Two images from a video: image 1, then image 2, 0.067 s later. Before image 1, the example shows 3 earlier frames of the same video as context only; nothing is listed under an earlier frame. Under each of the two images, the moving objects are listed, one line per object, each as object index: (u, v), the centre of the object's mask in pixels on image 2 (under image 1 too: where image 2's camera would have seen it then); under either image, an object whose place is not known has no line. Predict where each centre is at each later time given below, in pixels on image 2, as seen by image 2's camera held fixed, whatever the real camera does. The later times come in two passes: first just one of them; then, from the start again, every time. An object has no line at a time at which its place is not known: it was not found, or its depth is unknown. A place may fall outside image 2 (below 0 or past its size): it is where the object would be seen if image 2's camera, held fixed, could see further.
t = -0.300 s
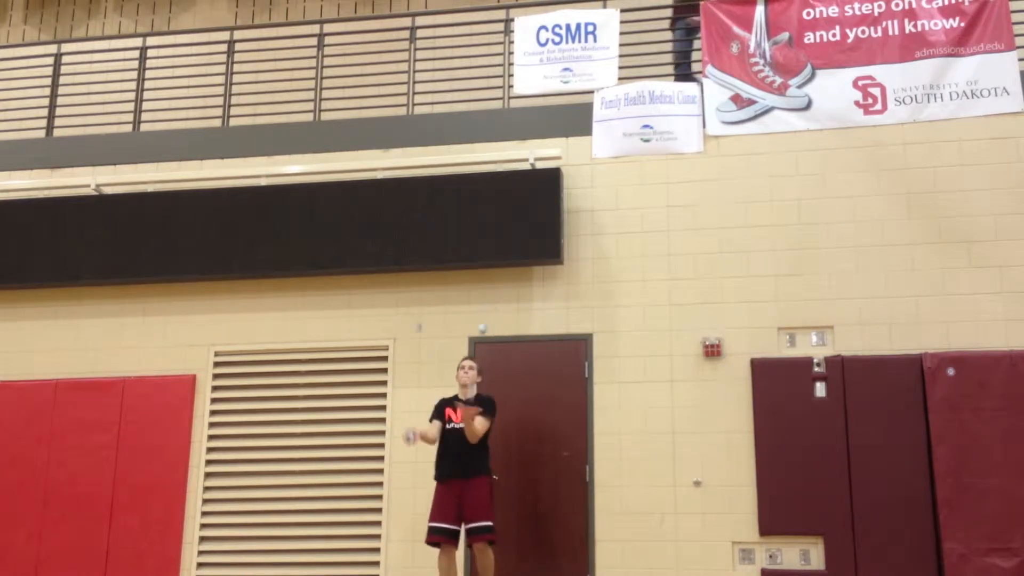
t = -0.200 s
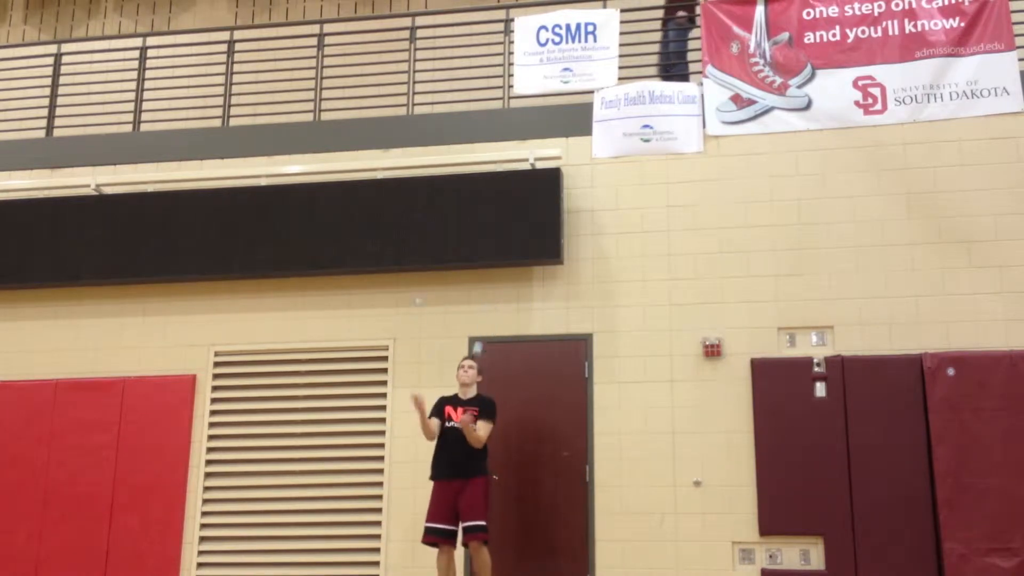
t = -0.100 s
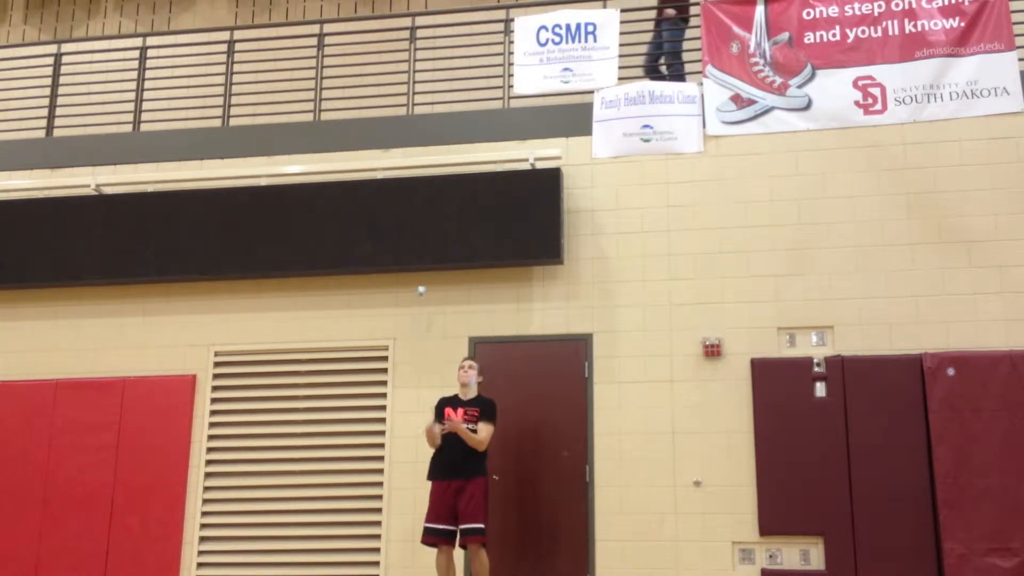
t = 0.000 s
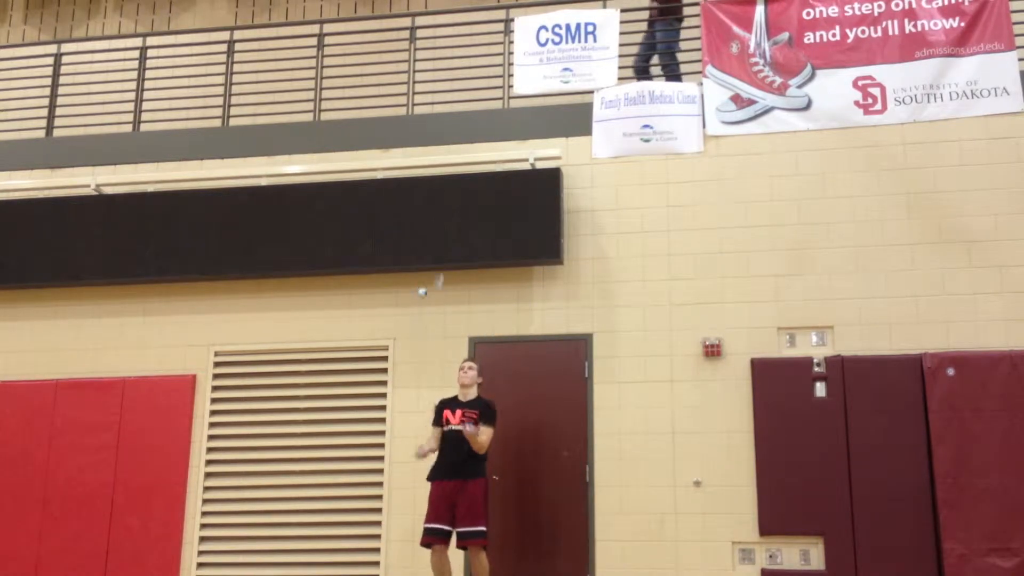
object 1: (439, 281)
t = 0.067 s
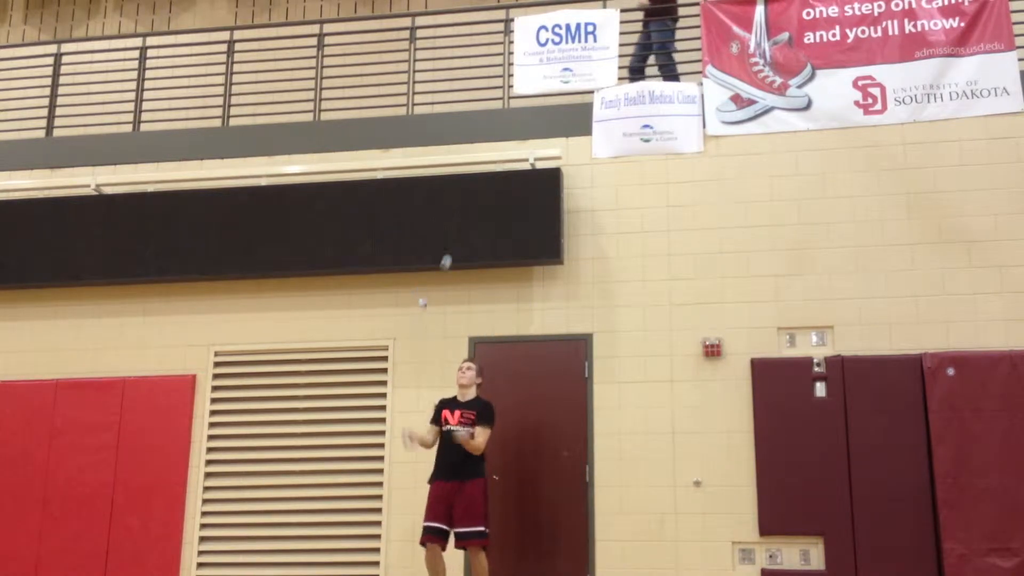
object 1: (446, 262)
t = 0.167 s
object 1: (456, 244)
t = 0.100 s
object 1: (450, 255)
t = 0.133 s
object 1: (453, 249)
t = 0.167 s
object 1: (456, 244)
